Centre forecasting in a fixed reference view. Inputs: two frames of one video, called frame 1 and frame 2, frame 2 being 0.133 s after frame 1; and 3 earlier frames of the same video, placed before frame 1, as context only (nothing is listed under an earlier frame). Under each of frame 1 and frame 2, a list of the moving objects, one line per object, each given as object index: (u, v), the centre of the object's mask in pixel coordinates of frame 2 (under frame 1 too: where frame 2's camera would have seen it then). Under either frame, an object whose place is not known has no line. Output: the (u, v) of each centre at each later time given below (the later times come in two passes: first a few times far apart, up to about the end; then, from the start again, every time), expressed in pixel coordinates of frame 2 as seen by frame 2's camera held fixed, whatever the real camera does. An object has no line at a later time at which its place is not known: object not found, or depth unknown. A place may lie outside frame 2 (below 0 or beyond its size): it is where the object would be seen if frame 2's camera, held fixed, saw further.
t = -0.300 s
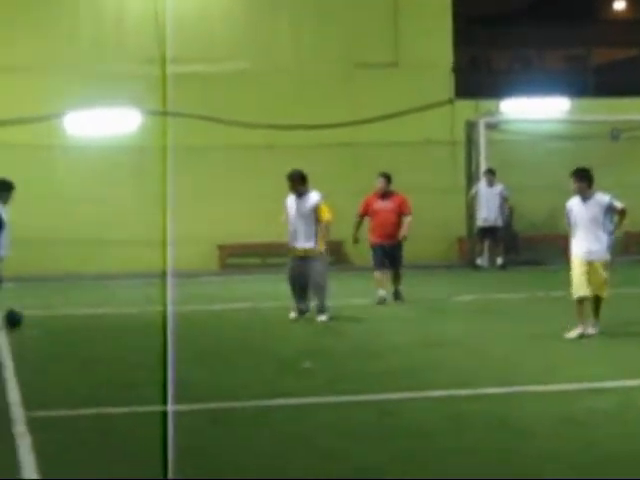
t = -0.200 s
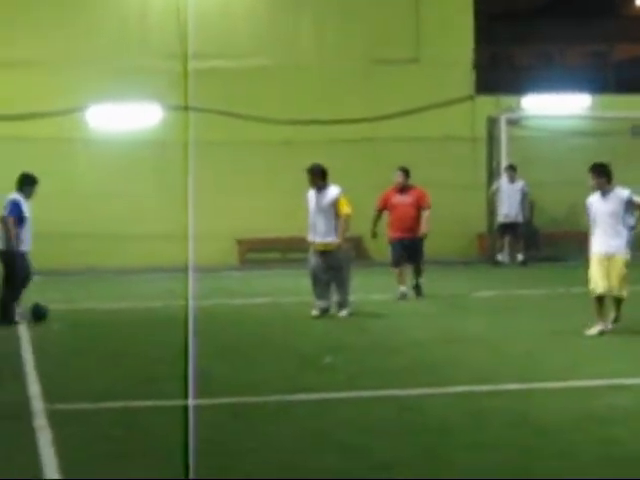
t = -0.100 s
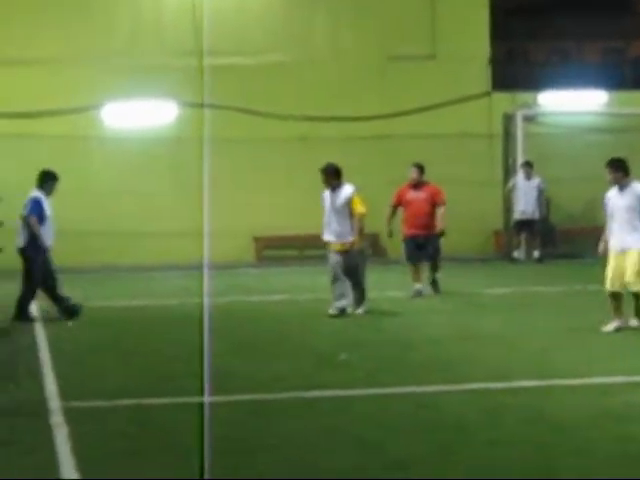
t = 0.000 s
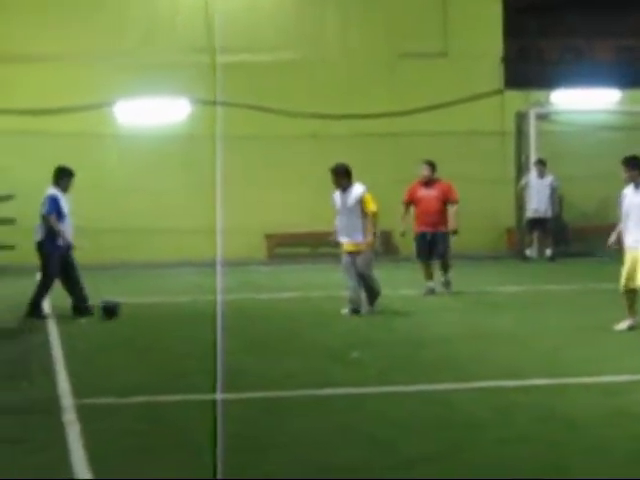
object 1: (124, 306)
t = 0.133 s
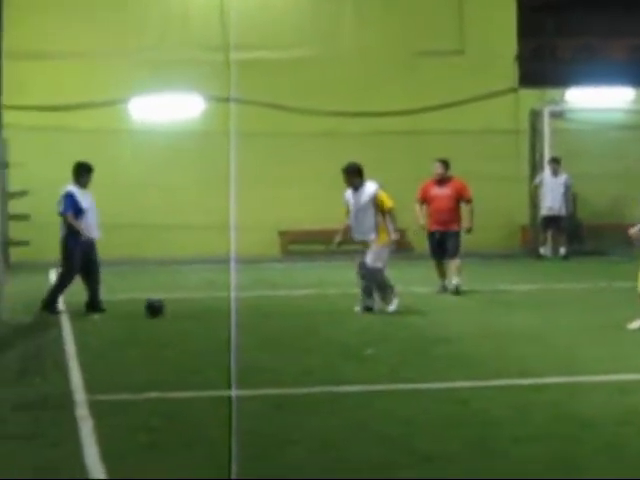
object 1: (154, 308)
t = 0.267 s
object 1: (182, 310)
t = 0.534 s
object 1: (237, 312)
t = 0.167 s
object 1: (162, 309)
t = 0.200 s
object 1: (169, 309)
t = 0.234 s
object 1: (176, 309)
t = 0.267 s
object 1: (182, 310)
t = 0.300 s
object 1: (189, 311)
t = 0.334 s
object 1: (197, 311)
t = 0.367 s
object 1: (203, 312)
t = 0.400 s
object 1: (210, 312)
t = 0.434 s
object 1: (217, 311)
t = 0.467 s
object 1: (223, 312)
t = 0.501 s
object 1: (231, 312)
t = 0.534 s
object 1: (237, 312)
